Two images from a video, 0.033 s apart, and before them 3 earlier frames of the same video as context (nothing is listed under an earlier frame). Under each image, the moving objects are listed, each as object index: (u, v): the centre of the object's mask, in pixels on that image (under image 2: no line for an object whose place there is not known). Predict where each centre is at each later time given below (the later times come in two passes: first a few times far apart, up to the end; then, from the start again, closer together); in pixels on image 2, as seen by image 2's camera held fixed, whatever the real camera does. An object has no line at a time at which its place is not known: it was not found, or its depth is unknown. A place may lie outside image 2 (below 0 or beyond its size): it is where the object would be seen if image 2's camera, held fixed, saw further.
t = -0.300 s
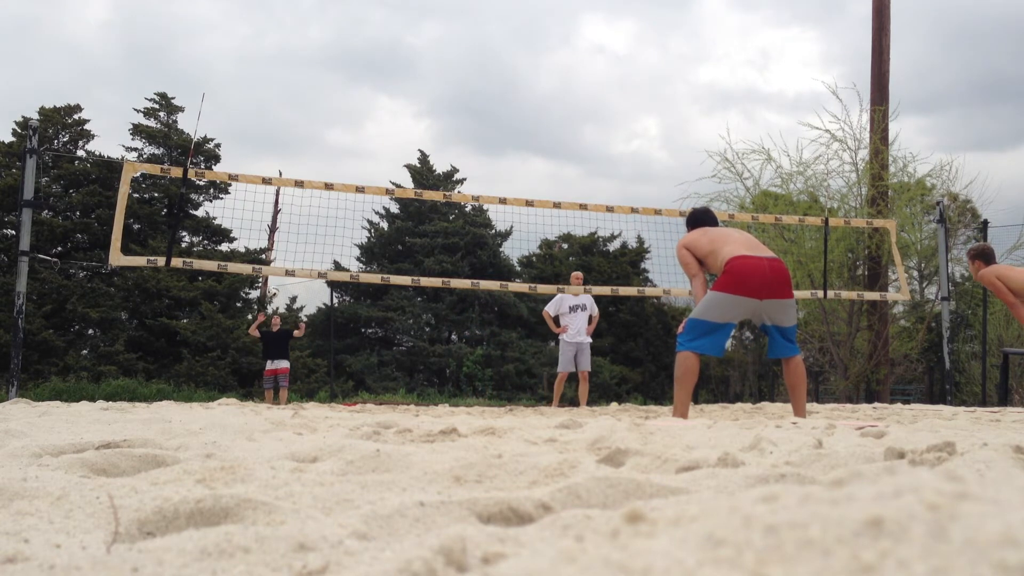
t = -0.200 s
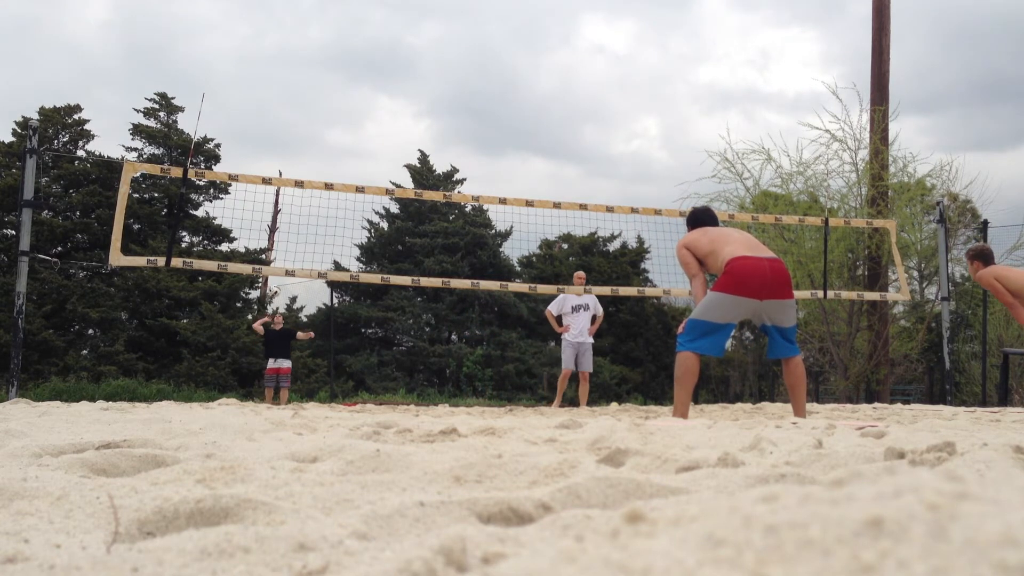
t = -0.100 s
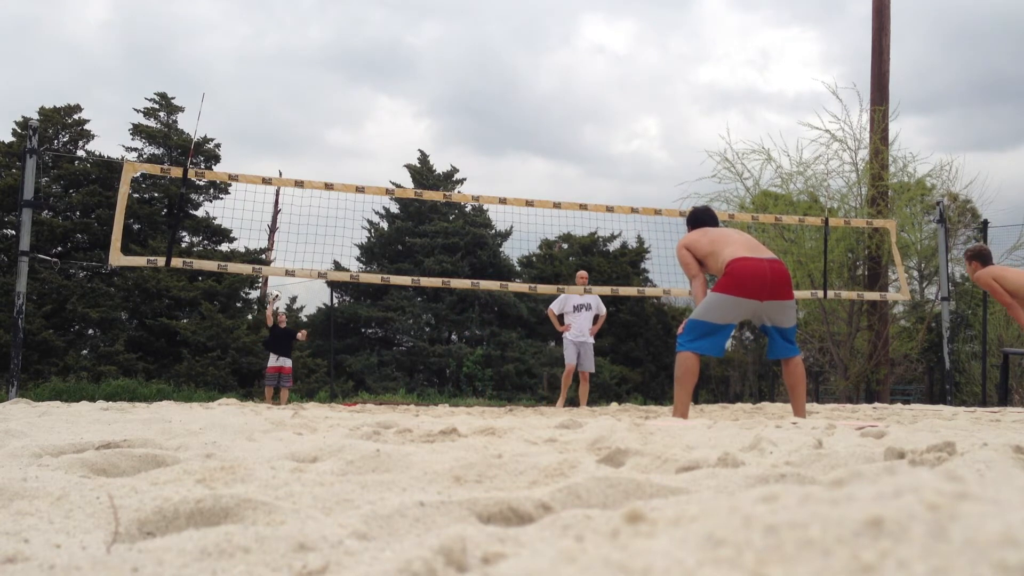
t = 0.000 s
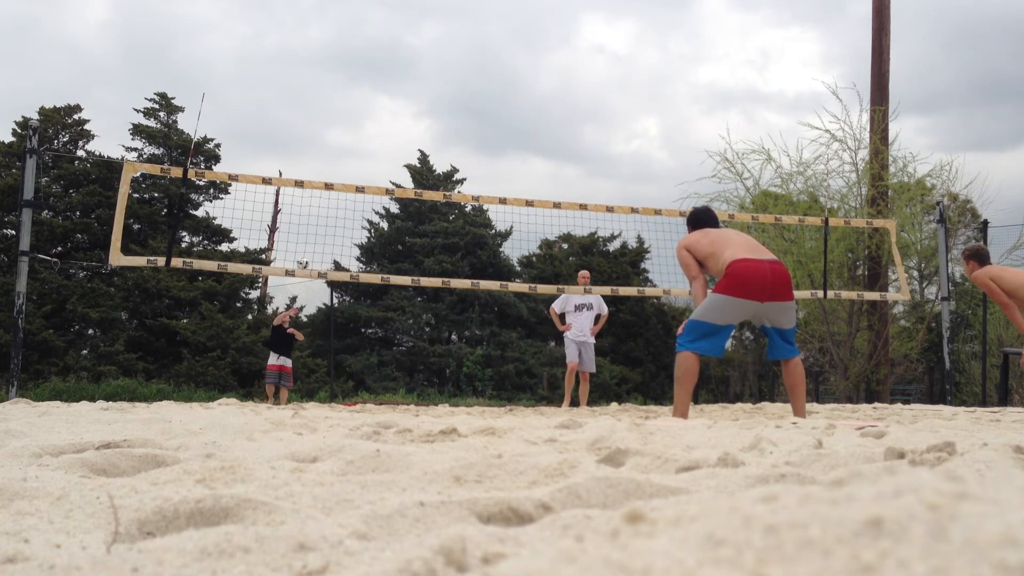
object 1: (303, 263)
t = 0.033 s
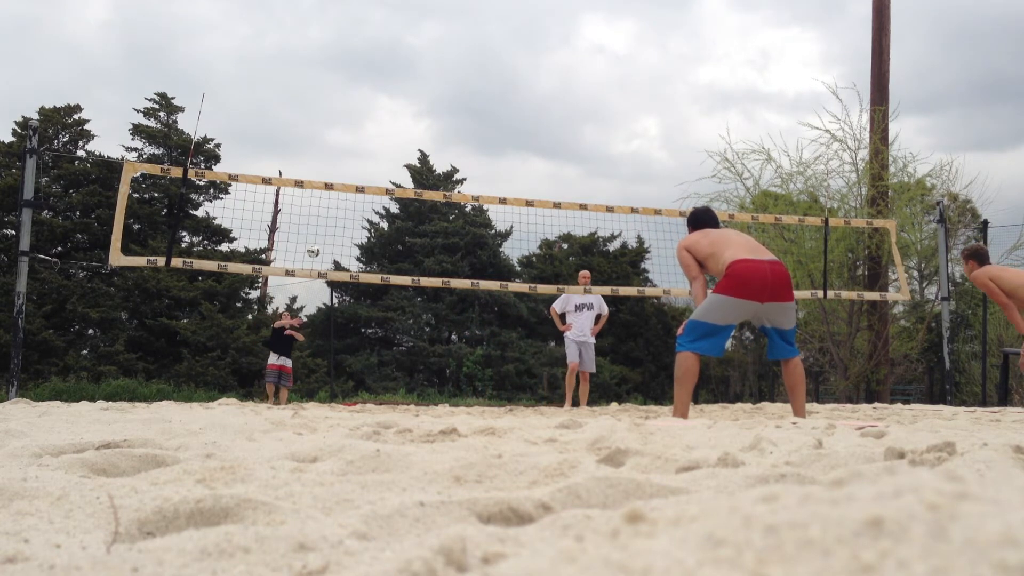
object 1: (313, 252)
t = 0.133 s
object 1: (346, 218)
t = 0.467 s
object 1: (479, 133)
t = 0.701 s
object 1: (607, 105)
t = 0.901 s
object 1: (749, 112)
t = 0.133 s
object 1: (346, 218)
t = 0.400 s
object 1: (449, 146)
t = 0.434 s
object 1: (464, 139)
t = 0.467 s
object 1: (479, 133)
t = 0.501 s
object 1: (495, 127)
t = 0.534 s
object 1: (512, 121)
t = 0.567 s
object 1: (530, 117)
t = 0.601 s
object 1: (548, 113)
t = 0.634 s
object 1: (567, 110)
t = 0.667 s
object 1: (587, 107)
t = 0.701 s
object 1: (607, 105)
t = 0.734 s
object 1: (628, 103)
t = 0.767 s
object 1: (650, 103)
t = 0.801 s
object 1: (672, 104)
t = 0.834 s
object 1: (697, 105)
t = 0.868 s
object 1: (722, 108)
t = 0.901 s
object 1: (749, 112)
